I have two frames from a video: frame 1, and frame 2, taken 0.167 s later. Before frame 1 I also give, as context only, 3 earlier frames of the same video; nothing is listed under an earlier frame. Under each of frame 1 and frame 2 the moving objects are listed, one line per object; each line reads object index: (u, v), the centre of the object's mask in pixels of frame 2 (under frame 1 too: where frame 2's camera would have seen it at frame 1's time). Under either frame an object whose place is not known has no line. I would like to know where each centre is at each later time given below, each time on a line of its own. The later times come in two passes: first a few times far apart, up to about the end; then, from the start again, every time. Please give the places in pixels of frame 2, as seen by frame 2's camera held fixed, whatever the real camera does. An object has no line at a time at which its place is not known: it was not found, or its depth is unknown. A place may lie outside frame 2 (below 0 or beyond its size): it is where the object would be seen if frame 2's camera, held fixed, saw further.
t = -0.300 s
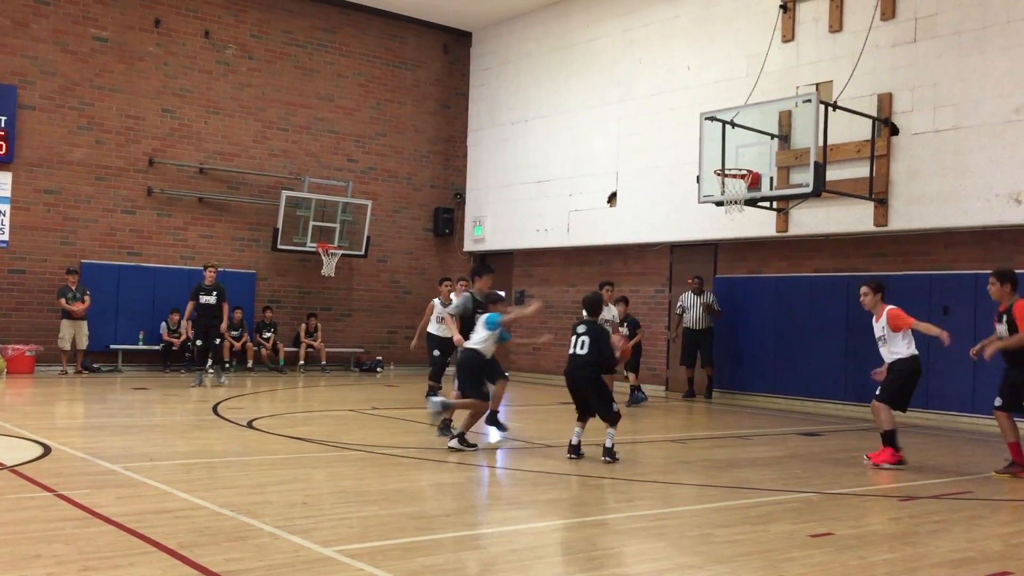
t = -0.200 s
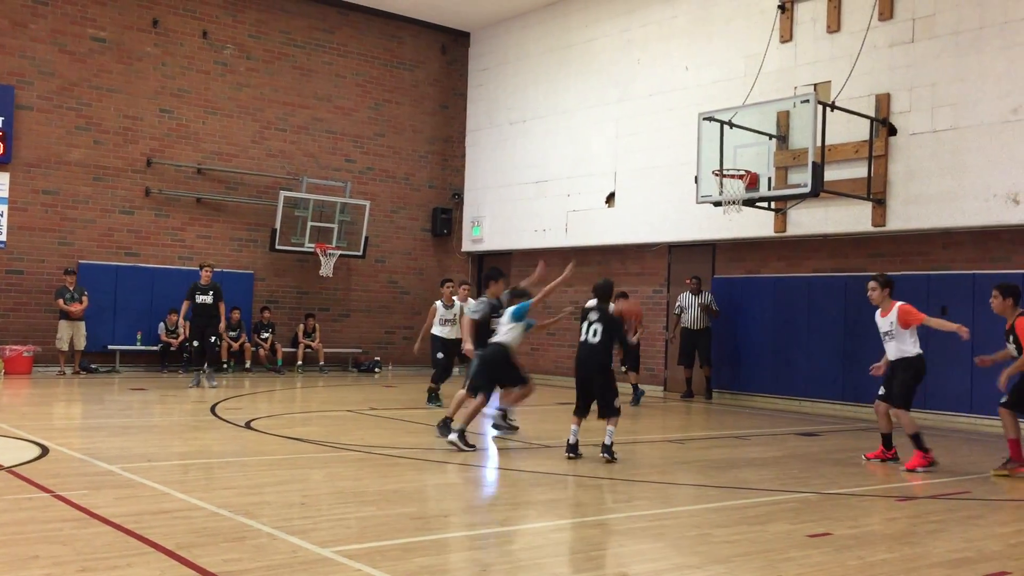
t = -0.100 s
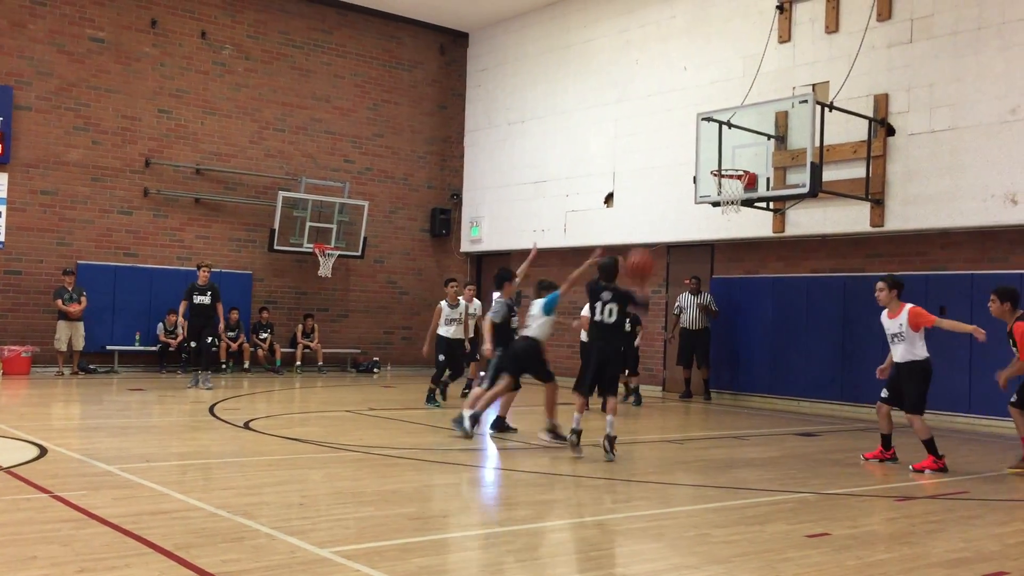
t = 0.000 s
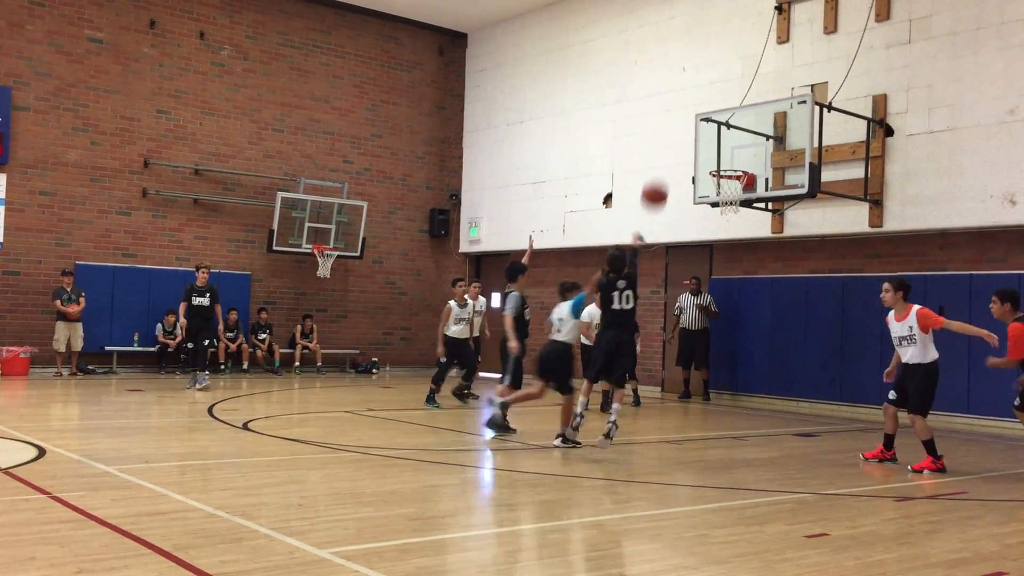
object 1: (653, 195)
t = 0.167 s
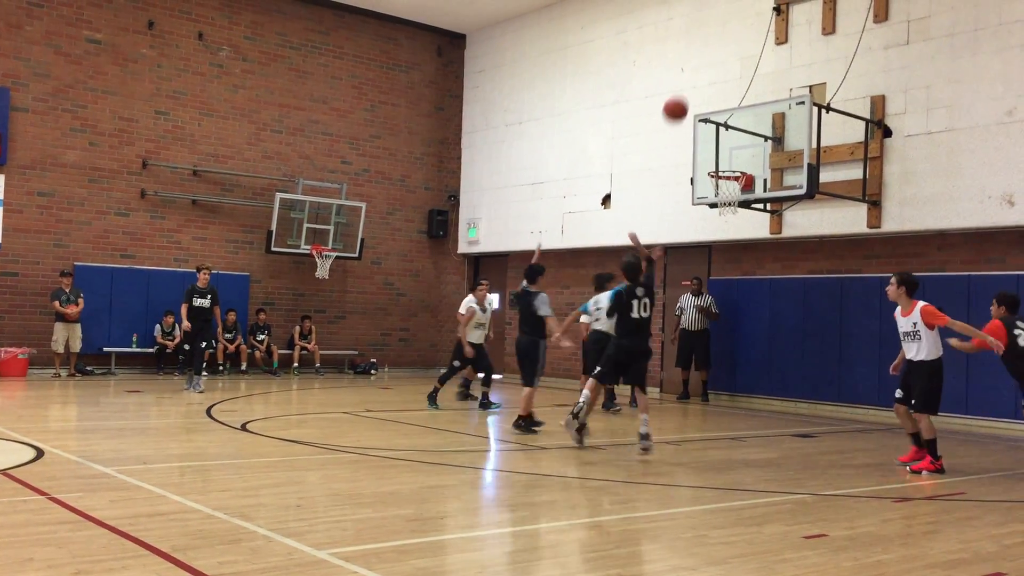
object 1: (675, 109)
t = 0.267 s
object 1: (687, 75)
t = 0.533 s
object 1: (714, 40)
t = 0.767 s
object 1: (732, 62)
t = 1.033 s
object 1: (748, 134)
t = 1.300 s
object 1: (715, 190)
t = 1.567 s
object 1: (710, 200)
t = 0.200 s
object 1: (679, 96)
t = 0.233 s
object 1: (683, 84)
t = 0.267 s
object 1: (687, 75)
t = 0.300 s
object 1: (691, 67)
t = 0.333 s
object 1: (695, 60)
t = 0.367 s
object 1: (698, 53)
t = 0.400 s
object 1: (701, 48)
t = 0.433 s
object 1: (705, 45)
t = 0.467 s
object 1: (708, 42)
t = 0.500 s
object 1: (711, 40)
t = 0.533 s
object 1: (714, 40)
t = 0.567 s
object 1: (717, 40)
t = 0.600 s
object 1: (719, 42)
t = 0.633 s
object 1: (722, 44)
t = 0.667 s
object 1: (725, 47)
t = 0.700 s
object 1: (727, 51)
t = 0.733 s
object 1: (729, 56)
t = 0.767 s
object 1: (732, 62)
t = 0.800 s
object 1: (734, 69)
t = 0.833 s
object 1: (736, 76)
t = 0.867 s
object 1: (738, 83)
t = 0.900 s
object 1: (740, 92)
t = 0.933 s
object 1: (742, 102)
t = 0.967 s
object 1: (744, 112)
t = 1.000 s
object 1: (746, 123)
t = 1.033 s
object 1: (748, 134)
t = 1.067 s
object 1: (749, 147)
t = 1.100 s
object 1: (749, 157)
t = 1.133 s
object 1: (742, 164)
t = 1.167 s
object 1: (735, 171)
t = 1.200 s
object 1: (727, 179)
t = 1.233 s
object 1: (720, 188)
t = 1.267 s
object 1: (717, 192)
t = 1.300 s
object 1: (715, 190)
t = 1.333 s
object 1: (715, 188)
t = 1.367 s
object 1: (714, 188)
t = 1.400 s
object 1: (713, 187)
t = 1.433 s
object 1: (713, 188)
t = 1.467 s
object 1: (712, 189)
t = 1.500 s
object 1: (712, 193)
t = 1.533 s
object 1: (711, 196)
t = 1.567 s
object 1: (710, 200)
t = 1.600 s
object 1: (710, 205)
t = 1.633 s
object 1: (709, 211)
